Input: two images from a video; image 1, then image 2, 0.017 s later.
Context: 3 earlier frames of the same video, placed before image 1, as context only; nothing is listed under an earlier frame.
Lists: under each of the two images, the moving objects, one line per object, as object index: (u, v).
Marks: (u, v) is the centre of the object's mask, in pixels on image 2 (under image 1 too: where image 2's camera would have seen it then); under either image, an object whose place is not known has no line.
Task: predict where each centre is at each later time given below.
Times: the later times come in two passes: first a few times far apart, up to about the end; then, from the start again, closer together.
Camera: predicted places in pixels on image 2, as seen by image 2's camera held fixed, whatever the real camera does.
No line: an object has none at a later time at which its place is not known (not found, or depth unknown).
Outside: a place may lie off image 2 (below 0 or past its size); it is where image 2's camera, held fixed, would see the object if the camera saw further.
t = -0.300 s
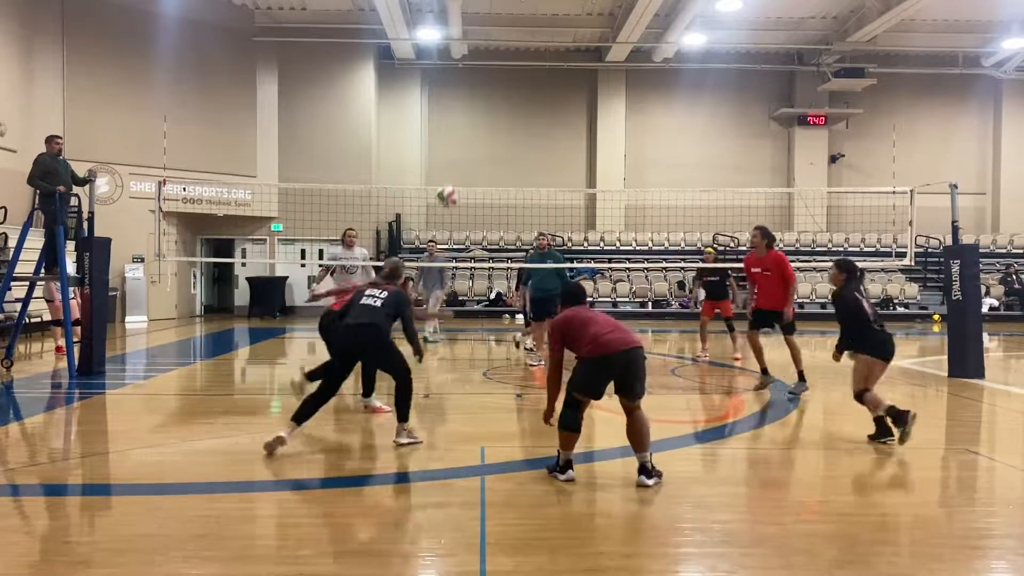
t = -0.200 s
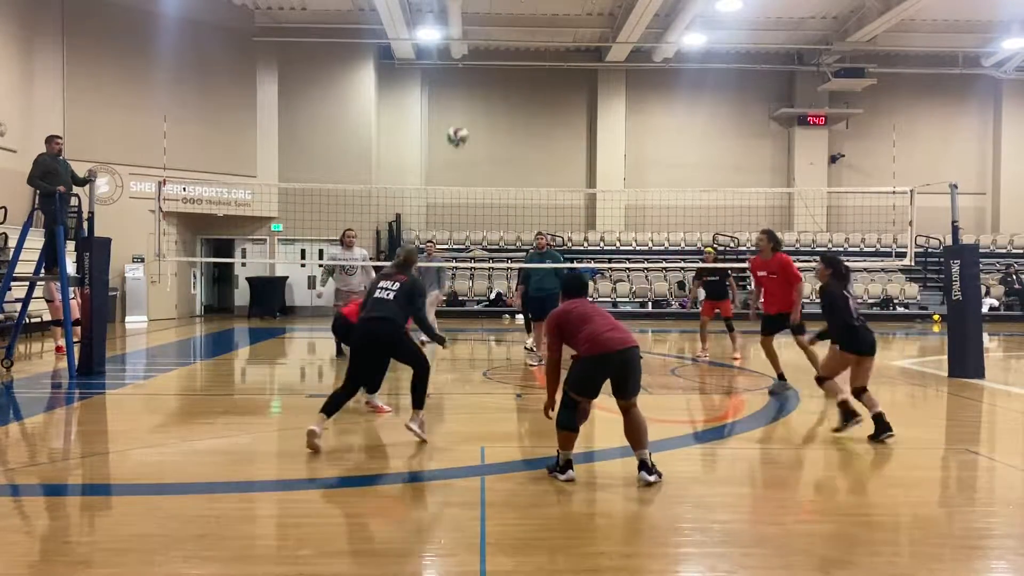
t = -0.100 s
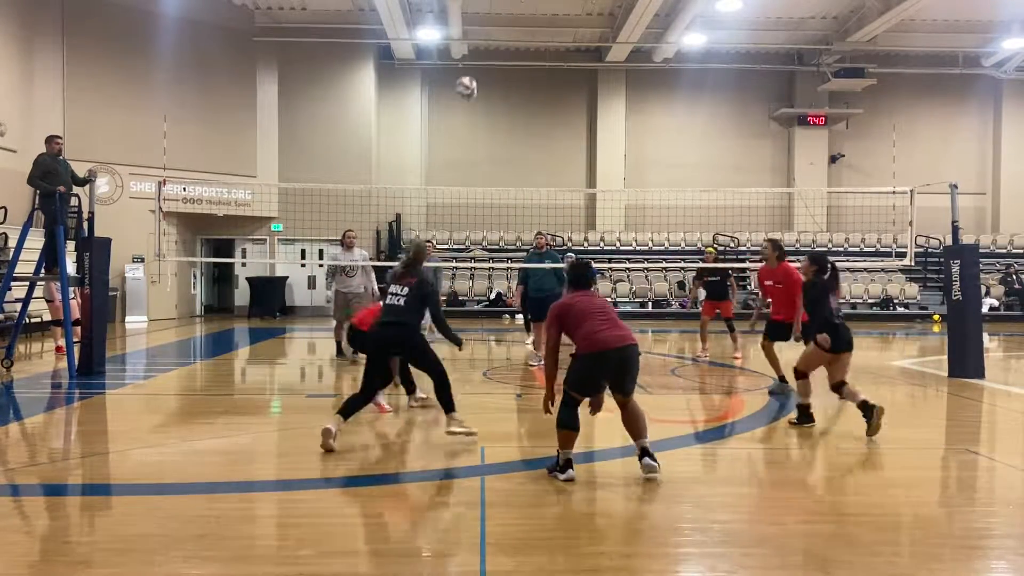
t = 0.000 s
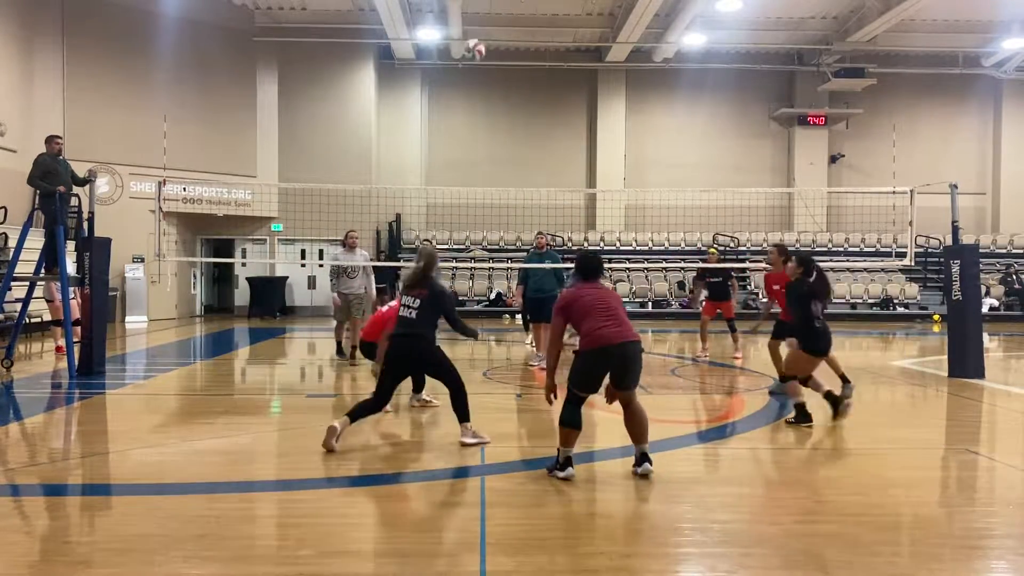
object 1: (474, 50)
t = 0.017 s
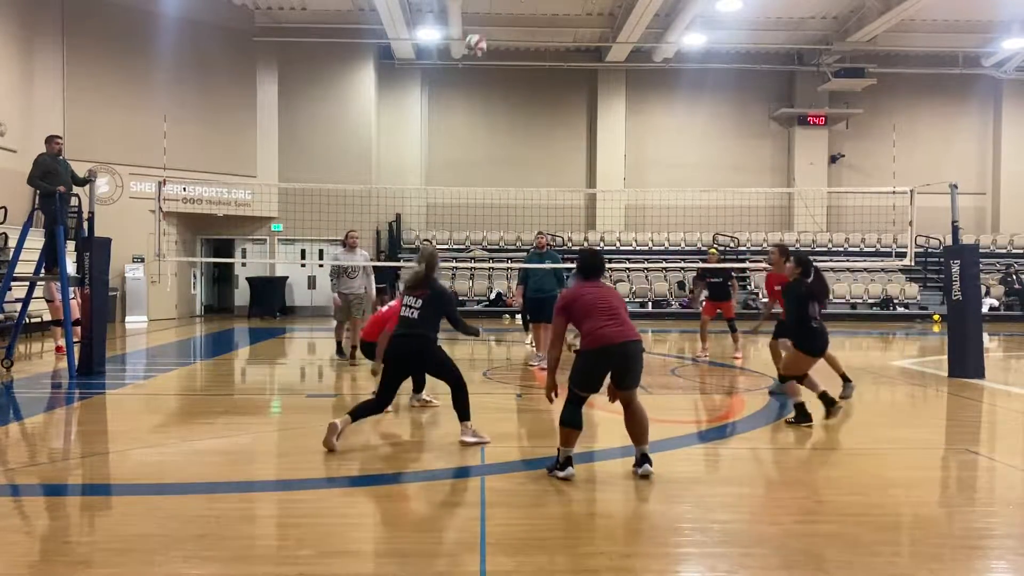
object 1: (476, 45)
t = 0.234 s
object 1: (492, 7)
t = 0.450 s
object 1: (506, 9)
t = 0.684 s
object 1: (522, 68)
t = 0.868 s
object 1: (533, 146)
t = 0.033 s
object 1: (477, 41)
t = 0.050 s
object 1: (478, 35)
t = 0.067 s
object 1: (480, 31)
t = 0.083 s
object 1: (481, 28)
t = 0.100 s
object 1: (483, 23)
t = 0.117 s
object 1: (483, 20)
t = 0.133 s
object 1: (484, 16)
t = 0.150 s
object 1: (486, 13)
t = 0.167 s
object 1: (487, 11)
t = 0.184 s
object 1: (488, 9)
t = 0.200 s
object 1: (490, 8)
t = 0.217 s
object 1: (491, 8)
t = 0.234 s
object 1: (492, 7)
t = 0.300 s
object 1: (497, 6)
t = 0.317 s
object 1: (499, 5)
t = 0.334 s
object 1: (500, 5)
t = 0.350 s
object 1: (499, 5)
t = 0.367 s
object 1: (501, 6)
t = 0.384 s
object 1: (502, 7)
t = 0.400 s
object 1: (504, 7)
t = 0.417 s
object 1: (504, 7)
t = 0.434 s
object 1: (505, 8)
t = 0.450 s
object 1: (506, 9)
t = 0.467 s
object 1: (508, 12)
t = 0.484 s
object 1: (509, 15)
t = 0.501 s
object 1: (510, 18)
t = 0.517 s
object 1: (511, 21)
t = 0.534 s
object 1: (512, 24)
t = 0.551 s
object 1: (513, 26)
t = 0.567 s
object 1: (514, 31)
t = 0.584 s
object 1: (515, 36)
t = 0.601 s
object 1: (519, 41)
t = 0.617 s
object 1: (518, 46)
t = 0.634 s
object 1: (519, 51)
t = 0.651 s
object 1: (520, 57)
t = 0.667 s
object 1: (521, 62)
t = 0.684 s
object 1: (522, 68)
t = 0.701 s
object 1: (523, 74)
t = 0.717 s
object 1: (524, 80)
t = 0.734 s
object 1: (524, 87)
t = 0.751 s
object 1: (525, 92)
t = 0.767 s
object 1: (526, 101)
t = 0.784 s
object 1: (528, 108)
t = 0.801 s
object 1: (529, 115)
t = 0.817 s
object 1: (530, 122)
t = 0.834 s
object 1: (530, 130)
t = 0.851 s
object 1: (531, 138)
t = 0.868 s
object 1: (533, 146)
